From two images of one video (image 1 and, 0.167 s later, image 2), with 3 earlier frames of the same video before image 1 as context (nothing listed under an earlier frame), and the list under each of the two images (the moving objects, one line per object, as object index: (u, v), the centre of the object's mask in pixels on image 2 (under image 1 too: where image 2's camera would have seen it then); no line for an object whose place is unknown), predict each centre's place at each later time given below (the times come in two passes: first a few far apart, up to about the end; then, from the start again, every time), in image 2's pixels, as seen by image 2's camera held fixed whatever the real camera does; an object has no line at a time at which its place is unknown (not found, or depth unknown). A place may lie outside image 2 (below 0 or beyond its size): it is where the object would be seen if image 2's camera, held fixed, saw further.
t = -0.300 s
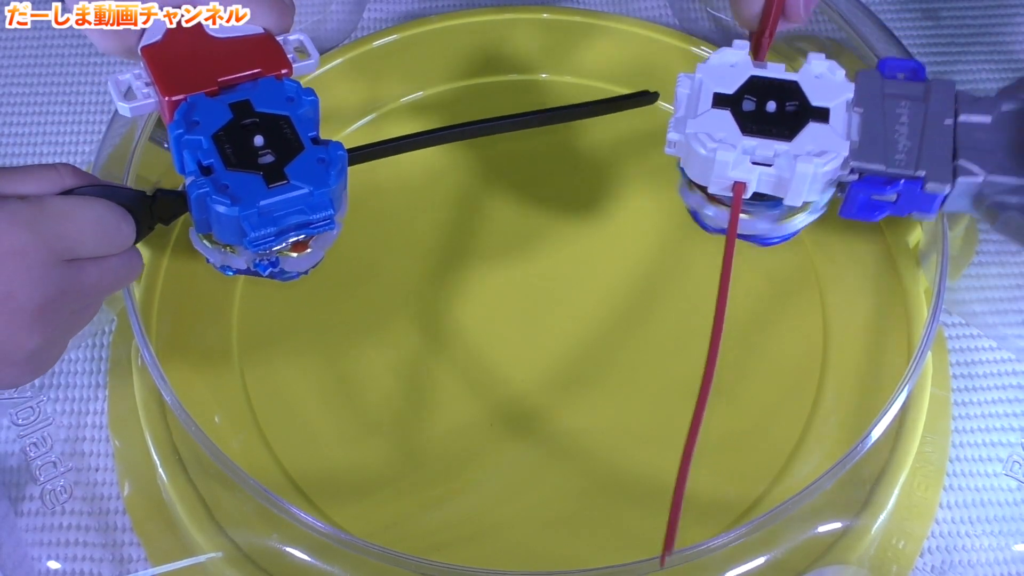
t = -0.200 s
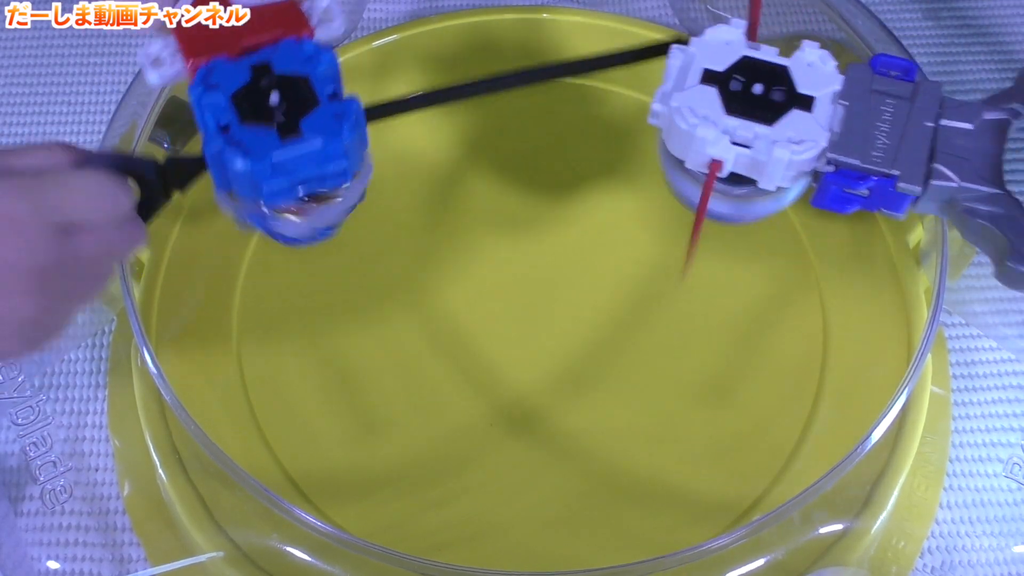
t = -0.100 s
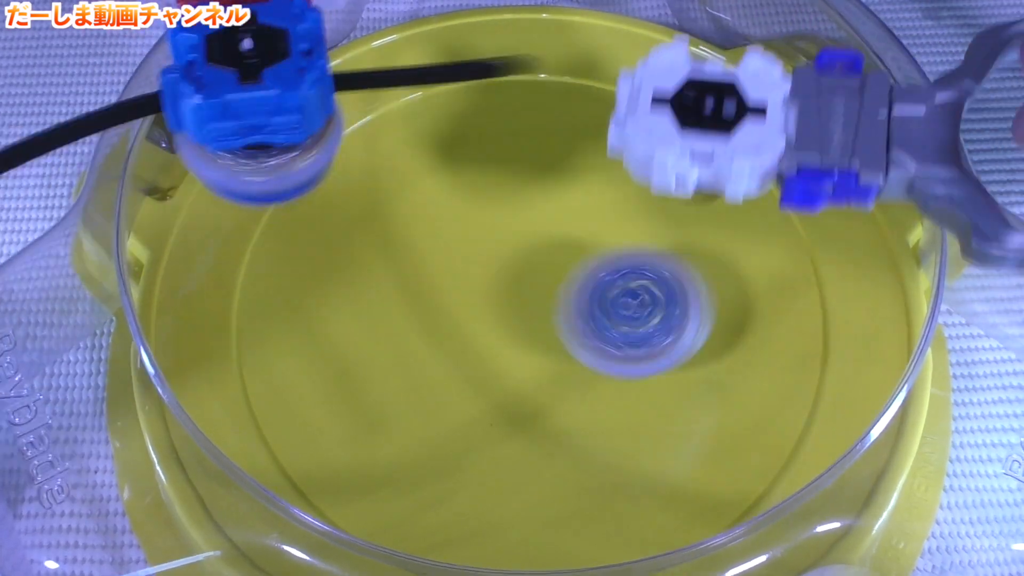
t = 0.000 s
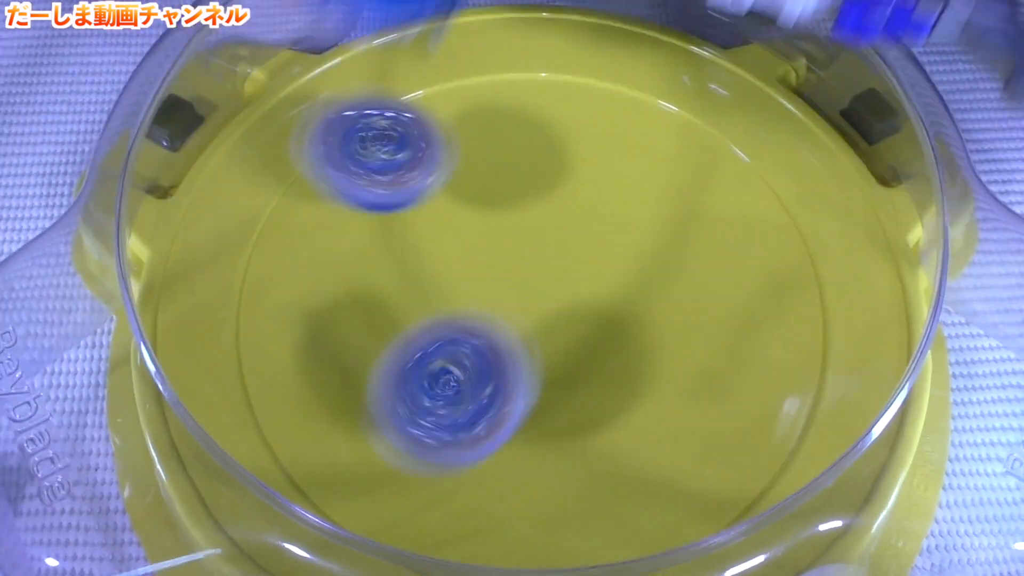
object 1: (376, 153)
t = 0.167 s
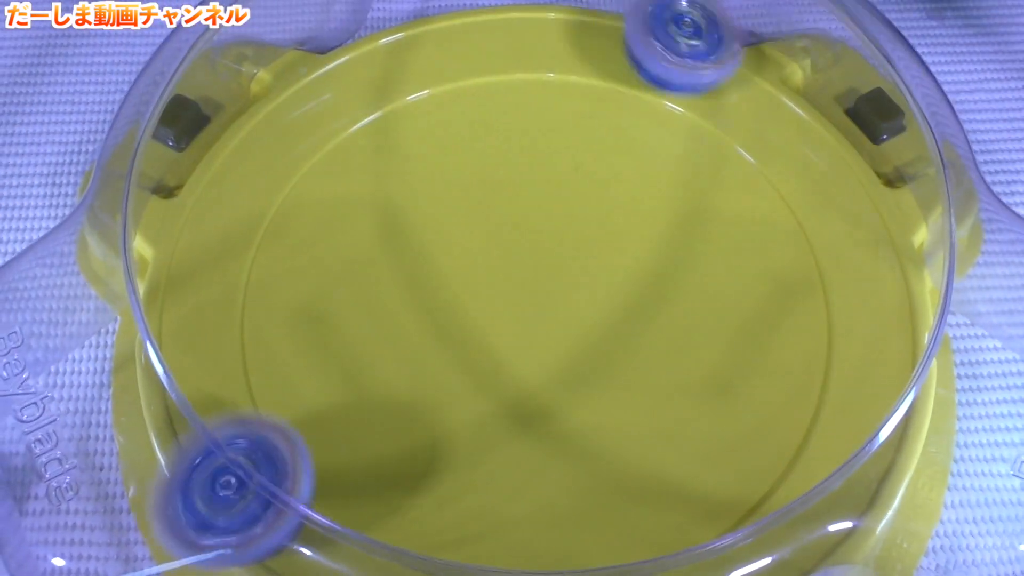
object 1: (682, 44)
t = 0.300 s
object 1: (617, 249)
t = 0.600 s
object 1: (650, 502)
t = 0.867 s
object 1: (756, 266)
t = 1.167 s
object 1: (616, 72)
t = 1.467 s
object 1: (427, 176)
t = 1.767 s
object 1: (565, 240)
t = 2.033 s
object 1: (608, 149)
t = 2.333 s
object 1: (437, 115)
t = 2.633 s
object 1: (465, 338)
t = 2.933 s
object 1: (326, 156)
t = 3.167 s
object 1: (371, 226)
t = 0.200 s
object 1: (671, 77)
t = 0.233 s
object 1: (657, 129)
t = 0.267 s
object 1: (637, 200)
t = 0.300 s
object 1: (617, 249)
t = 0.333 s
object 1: (594, 305)
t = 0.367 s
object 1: (569, 356)
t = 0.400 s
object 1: (543, 403)
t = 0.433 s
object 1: (522, 442)
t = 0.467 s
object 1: (542, 476)
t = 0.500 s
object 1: (571, 500)
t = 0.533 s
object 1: (598, 508)
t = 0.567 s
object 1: (625, 507)
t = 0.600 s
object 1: (650, 502)
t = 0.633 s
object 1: (679, 491)
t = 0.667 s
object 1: (704, 474)
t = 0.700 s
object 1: (725, 448)
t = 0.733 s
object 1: (742, 414)
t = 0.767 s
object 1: (751, 376)
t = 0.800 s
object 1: (757, 340)
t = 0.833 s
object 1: (760, 301)
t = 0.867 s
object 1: (756, 266)
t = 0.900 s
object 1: (752, 231)
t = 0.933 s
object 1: (742, 199)
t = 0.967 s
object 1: (731, 172)
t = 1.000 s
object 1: (718, 145)
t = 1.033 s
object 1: (701, 122)
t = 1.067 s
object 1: (682, 104)
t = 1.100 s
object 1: (661, 90)
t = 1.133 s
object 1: (640, 81)
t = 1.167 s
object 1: (616, 72)
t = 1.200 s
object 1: (590, 68)
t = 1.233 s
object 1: (564, 67)
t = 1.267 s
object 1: (536, 72)
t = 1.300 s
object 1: (507, 84)
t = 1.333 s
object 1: (482, 104)
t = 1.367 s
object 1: (460, 129)
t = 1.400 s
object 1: (444, 152)
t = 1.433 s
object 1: (433, 161)
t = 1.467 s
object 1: (427, 176)
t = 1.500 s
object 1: (427, 195)
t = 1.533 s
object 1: (430, 218)
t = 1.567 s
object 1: (441, 237)
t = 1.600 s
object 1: (457, 236)
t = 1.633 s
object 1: (477, 238)
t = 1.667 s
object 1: (500, 241)
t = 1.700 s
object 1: (522, 242)
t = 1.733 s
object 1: (544, 242)
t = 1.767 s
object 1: (565, 240)
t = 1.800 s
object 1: (583, 237)
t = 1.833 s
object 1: (596, 235)
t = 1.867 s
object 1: (607, 232)
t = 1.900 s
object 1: (613, 228)
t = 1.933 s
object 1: (613, 207)
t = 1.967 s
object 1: (611, 185)
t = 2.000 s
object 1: (612, 165)
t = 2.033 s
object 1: (608, 149)
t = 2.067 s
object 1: (600, 138)
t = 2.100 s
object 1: (588, 132)
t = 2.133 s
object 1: (574, 130)
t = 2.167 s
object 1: (558, 134)
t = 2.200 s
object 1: (535, 123)
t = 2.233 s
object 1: (510, 109)
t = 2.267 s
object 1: (484, 103)
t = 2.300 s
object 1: (460, 105)
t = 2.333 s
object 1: (437, 115)
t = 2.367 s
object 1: (419, 131)
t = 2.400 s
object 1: (405, 153)
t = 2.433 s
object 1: (396, 178)
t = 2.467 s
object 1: (394, 206)
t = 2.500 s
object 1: (397, 235)
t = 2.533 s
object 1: (407, 264)
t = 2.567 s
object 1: (421, 291)
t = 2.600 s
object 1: (441, 315)
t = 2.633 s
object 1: (465, 338)
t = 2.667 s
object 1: (489, 355)
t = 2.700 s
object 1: (492, 354)
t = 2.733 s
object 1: (446, 314)
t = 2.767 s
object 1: (409, 276)
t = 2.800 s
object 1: (378, 241)
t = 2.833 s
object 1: (355, 210)
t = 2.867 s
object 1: (339, 185)
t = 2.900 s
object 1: (329, 167)
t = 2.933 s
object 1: (326, 156)
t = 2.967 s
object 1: (326, 151)
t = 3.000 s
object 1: (331, 154)
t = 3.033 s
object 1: (338, 162)
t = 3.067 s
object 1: (345, 174)
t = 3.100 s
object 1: (353, 189)
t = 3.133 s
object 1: (362, 206)
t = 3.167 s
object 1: (371, 226)
